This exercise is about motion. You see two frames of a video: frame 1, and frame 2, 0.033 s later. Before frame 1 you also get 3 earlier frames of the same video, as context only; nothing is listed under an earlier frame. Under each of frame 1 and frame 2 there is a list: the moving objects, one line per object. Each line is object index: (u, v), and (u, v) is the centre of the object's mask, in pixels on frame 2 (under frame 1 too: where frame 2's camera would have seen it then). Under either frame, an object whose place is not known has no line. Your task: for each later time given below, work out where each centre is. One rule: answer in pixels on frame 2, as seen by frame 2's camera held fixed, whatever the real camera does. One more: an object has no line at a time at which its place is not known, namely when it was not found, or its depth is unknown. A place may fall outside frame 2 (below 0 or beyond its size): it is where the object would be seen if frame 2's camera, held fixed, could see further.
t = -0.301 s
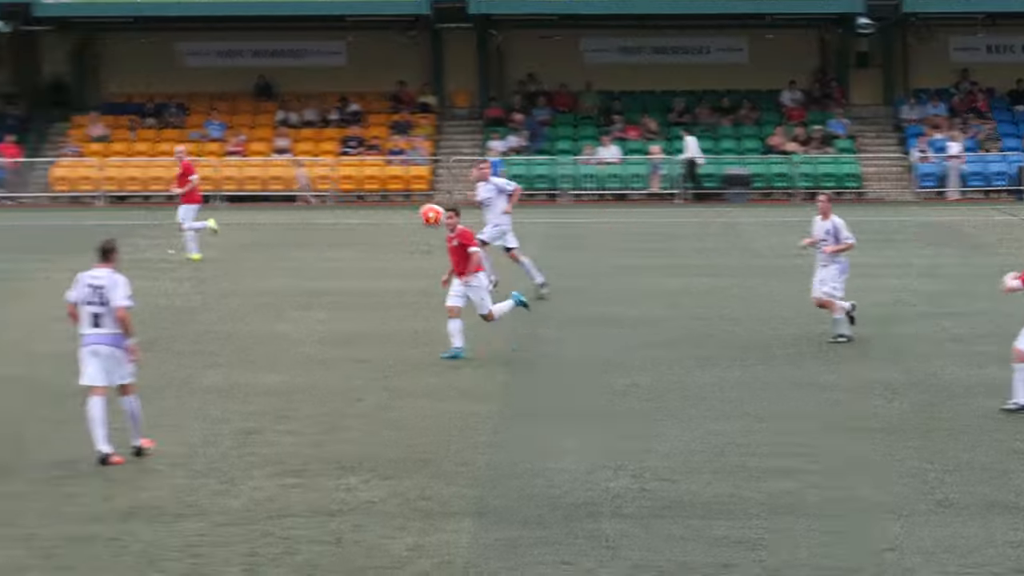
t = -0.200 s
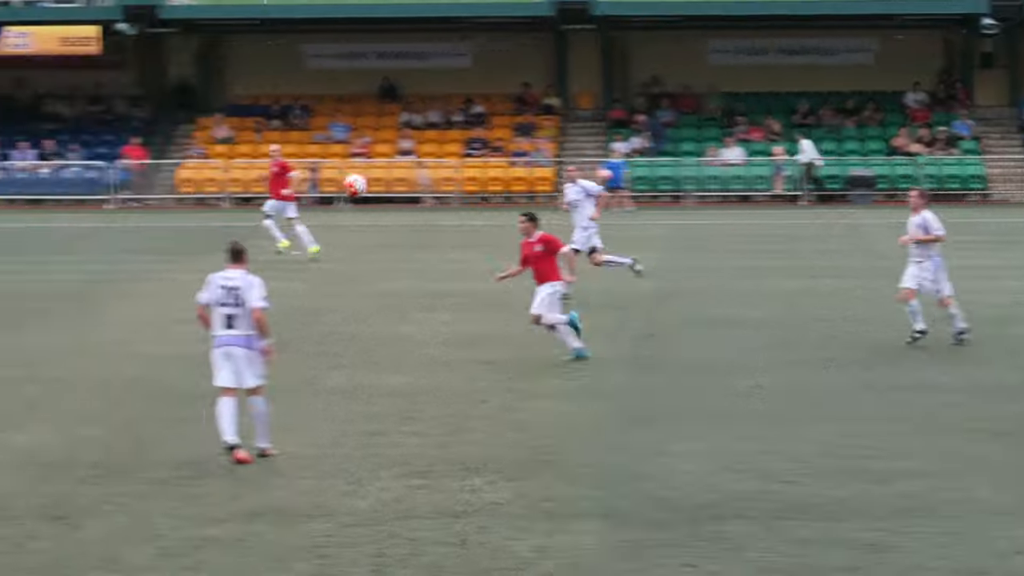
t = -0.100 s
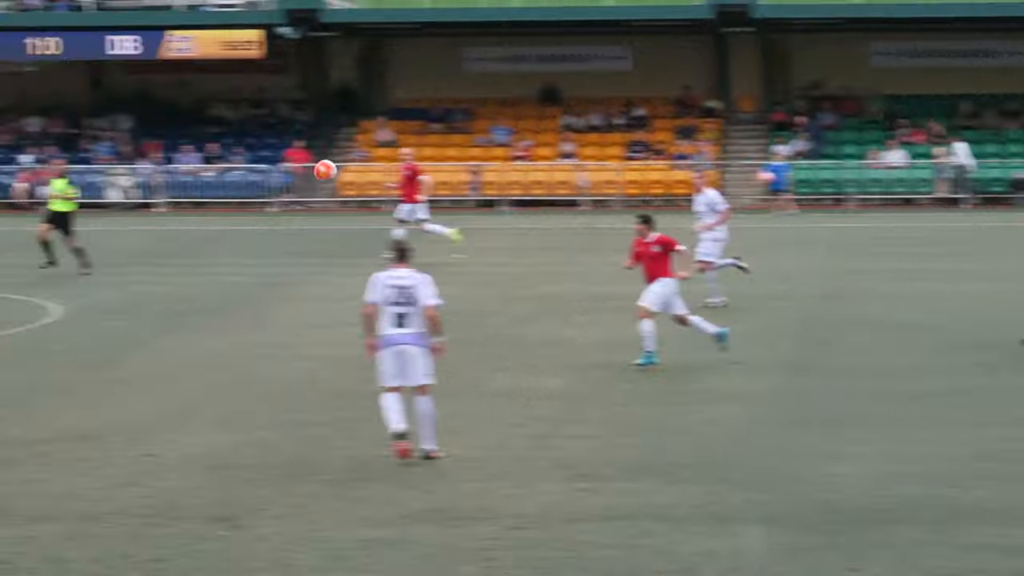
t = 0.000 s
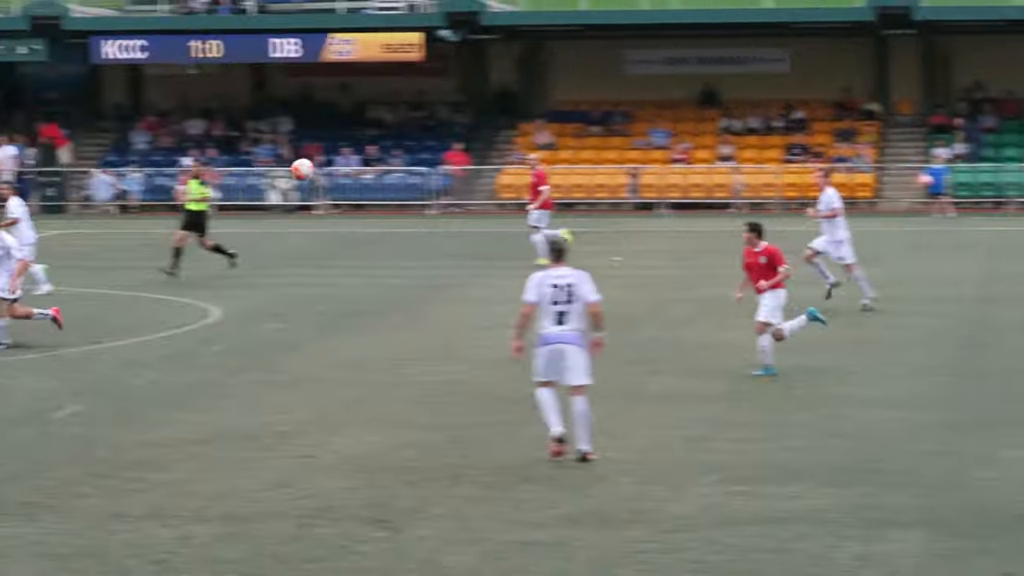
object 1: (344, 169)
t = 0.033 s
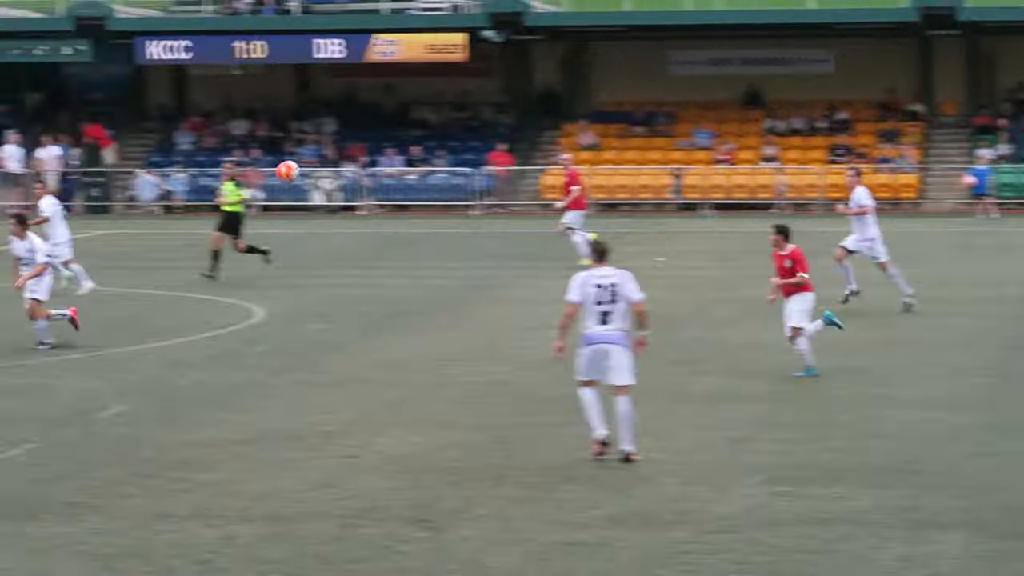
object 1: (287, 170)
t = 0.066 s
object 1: (231, 175)
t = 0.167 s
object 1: (58, 191)
